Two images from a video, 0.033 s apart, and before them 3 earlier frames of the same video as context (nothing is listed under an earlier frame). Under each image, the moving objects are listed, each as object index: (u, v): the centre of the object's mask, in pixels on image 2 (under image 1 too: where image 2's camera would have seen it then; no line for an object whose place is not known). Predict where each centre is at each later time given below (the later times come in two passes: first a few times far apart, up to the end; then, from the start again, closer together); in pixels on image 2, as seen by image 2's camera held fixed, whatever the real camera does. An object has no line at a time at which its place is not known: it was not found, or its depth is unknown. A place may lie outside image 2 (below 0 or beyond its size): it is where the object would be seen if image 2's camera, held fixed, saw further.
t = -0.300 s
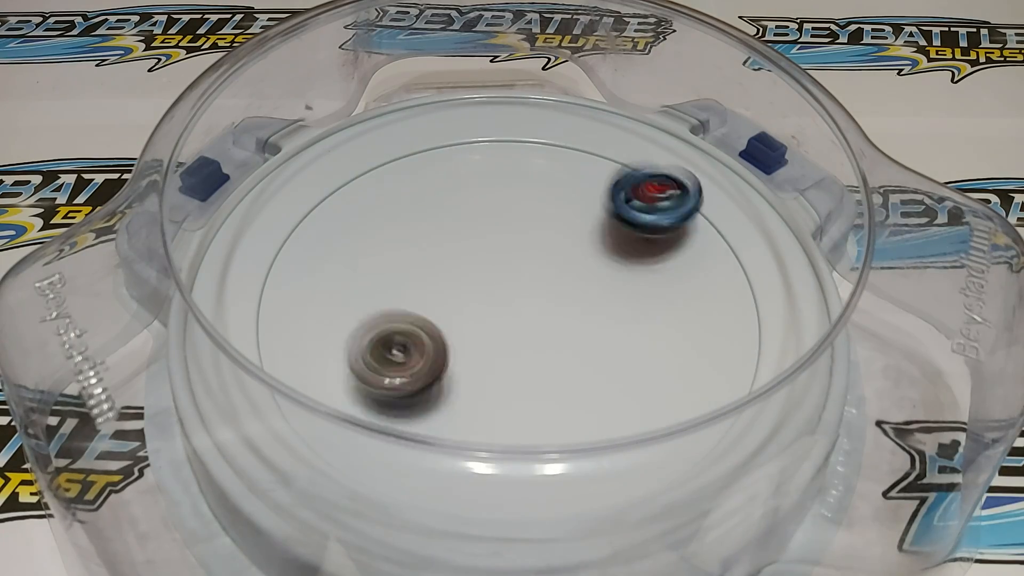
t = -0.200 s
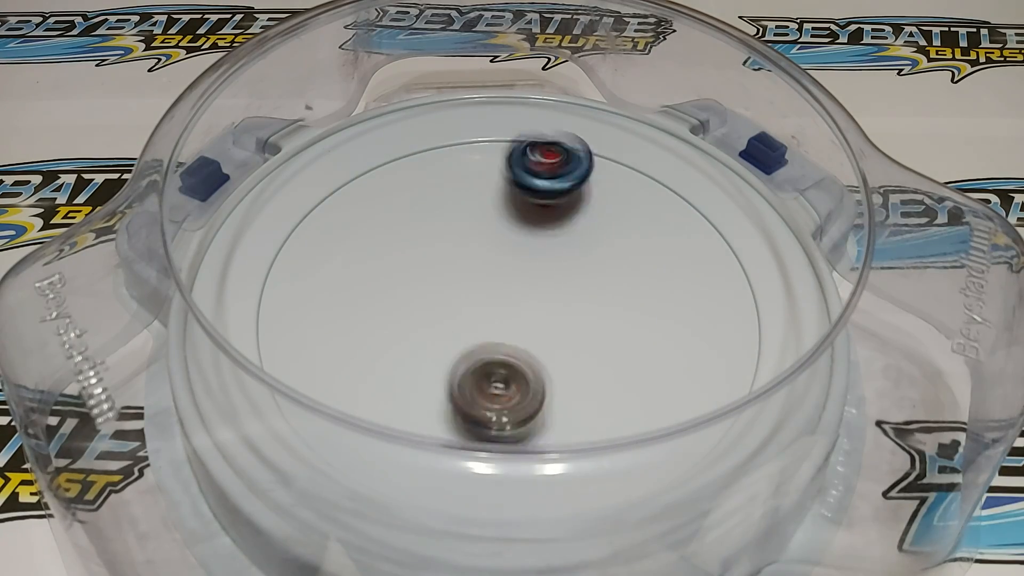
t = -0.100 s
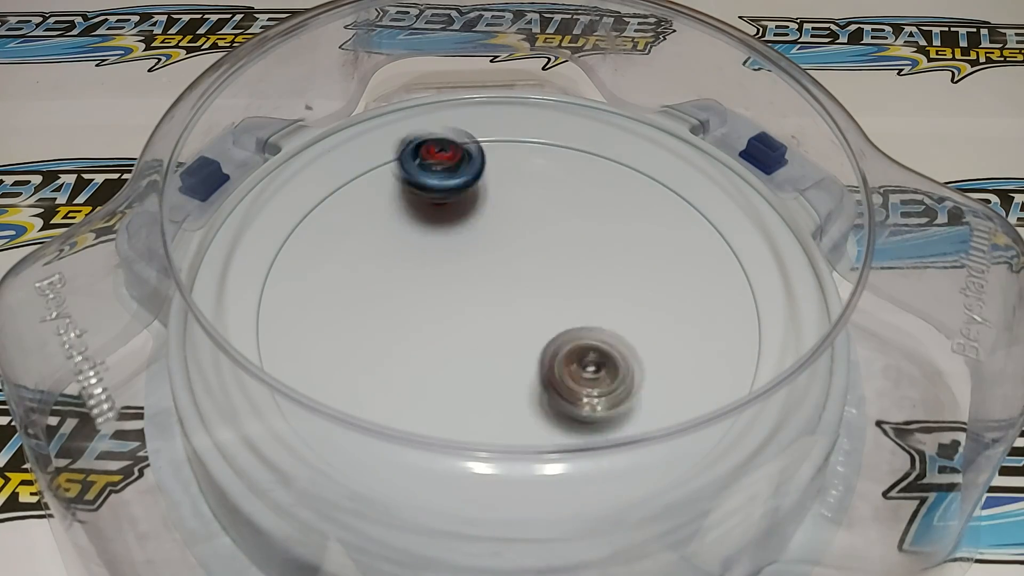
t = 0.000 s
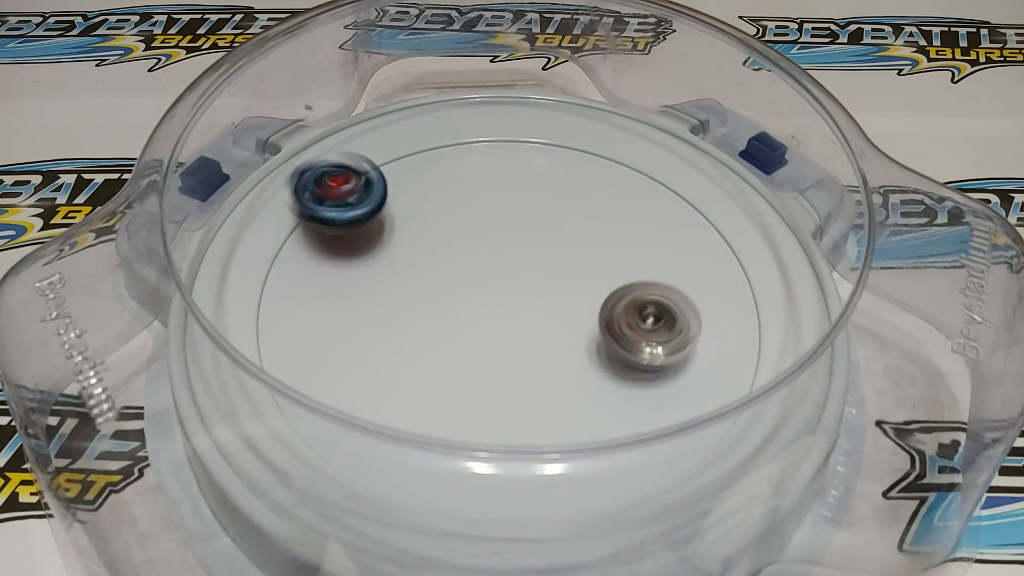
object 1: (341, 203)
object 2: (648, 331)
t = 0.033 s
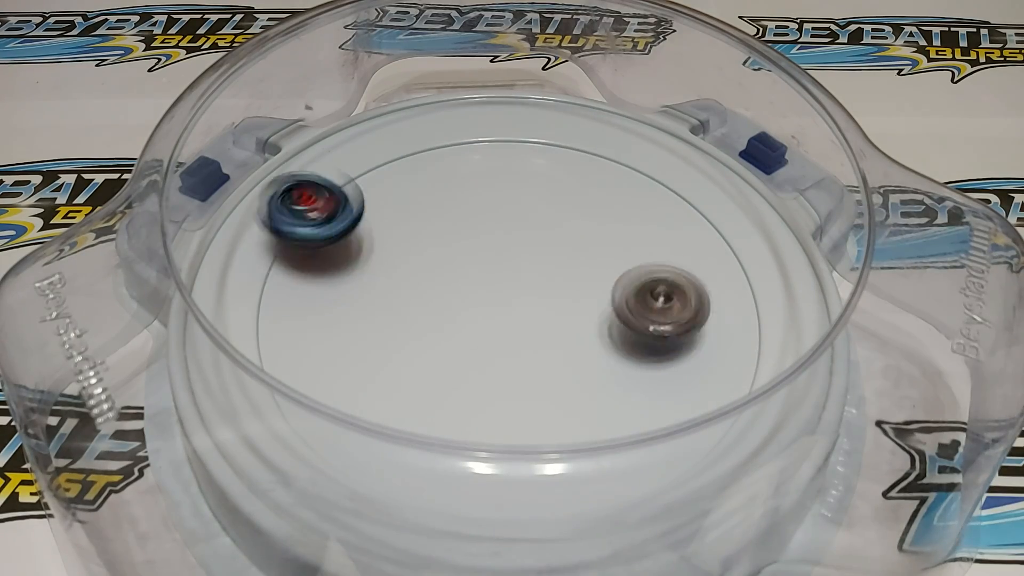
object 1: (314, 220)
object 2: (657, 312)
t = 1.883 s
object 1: (594, 185)
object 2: (365, 351)
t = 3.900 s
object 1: (660, 345)
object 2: (400, 256)
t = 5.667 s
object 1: (350, 198)
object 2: (649, 337)
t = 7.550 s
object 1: (702, 261)
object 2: (420, 321)
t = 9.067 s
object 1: (480, 177)
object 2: (572, 351)
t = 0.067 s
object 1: (289, 241)
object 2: (663, 293)
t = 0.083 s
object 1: (279, 254)
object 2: (664, 283)
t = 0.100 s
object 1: (271, 267)
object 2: (665, 274)
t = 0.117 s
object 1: (268, 282)
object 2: (664, 264)
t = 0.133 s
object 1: (267, 297)
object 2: (662, 255)
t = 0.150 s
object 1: (270, 311)
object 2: (659, 246)
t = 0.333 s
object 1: (446, 432)
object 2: (568, 186)
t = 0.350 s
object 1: (470, 435)
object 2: (555, 185)
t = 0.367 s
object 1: (494, 435)
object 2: (542, 185)
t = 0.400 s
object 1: (538, 427)
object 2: (516, 189)
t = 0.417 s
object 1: (562, 420)
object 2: (503, 191)
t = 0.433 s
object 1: (583, 411)
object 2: (492, 194)
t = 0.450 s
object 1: (601, 395)
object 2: (480, 198)
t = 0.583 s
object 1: (687, 300)
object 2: (405, 261)
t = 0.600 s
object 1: (690, 286)
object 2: (401, 271)
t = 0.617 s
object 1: (692, 272)
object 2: (398, 282)
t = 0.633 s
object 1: (690, 258)
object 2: (397, 292)
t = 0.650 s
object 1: (689, 243)
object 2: (396, 302)
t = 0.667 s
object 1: (685, 230)
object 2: (396, 311)
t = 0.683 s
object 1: (679, 217)
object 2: (397, 320)
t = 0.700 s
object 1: (674, 204)
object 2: (399, 332)
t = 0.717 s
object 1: (666, 193)
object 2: (404, 342)
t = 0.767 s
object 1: (637, 164)
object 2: (422, 369)
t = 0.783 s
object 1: (625, 156)
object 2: (430, 378)
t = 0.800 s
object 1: (612, 149)
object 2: (438, 385)
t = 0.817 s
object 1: (597, 143)
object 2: (448, 392)
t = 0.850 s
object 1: (568, 136)
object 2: (471, 402)
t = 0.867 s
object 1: (552, 133)
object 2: (481, 404)
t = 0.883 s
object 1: (537, 132)
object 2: (494, 407)
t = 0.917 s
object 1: (505, 134)
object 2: (520, 412)
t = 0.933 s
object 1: (490, 137)
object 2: (532, 412)
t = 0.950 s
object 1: (473, 142)
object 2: (545, 411)
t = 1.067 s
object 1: (381, 203)
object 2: (626, 393)
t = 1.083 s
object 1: (372, 215)
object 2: (634, 387)
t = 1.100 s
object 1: (363, 227)
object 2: (642, 381)
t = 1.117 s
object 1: (357, 241)
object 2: (648, 371)
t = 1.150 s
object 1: (346, 269)
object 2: (653, 350)
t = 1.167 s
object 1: (342, 284)
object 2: (654, 340)
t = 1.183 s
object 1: (340, 298)
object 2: (654, 329)
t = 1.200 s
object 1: (341, 313)
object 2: (652, 318)
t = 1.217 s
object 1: (342, 329)
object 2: (648, 307)
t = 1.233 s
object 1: (345, 343)
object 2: (642, 297)
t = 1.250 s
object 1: (351, 357)
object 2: (636, 287)
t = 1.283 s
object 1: (366, 381)
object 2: (621, 269)
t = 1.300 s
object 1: (374, 401)
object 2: (610, 262)
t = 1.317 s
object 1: (387, 416)
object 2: (600, 254)
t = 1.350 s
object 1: (418, 440)
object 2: (579, 241)
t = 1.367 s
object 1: (436, 450)
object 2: (568, 236)
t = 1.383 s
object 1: (455, 461)
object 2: (557, 231)
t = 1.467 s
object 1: (566, 478)
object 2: (498, 219)
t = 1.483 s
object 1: (590, 475)
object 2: (487, 219)
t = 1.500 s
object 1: (610, 471)
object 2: (475, 219)
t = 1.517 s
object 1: (630, 463)
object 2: (464, 219)
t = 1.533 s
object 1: (650, 454)
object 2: (455, 220)
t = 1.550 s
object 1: (663, 438)
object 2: (443, 222)
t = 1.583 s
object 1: (690, 415)
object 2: (423, 228)
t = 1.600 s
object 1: (699, 401)
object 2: (413, 231)
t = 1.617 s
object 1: (706, 379)
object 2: (404, 234)
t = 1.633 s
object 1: (713, 366)
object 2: (395, 237)
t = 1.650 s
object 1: (713, 350)
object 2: (386, 243)
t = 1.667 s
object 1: (713, 337)
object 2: (377, 249)
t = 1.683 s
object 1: (712, 319)
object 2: (371, 254)
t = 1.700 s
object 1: (707, 306)
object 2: (364, 259)
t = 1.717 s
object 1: (701, 293)
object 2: (357, 265)
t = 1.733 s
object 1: (695, 277)
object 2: (352, 273)
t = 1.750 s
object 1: (686, 266)
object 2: (348, 281)
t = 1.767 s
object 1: (678, 252)
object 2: (345, 289)
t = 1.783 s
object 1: (667, 243)
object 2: (344, 297)
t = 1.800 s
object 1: (656, 231)
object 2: (343, 305)
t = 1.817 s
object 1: (644, 221)
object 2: (344, 315)
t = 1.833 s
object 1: (632, 212)
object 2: (347, 325)
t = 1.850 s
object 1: (619, 202)
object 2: (352, 334)
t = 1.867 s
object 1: (608, 195)
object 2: (358, 343)
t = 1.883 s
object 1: (594, 185)
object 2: (365, 351)
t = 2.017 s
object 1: (471, 146)
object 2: (471, 393)
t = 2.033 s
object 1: (455, 144)
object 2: (486, 393)
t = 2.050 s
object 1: (439, 141)
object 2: (501, 391)
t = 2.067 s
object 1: (423, 144)
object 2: (517, 390)
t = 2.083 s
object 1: (408, 145)
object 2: (532, 386)
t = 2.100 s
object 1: (392, 148)
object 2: (544, 383)
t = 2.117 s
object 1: (378, 158)
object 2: (557, 377)
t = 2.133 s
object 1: (362, 155)
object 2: (568, 372)
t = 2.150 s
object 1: (350, 161)
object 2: (579, 365)
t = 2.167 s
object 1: (338, 176)
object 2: (588, 357)
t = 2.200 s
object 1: (319, 194)
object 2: (603, 342)
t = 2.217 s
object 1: (310, 206)
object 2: (611, 332)
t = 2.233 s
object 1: (302, 217)
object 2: (615, 323)
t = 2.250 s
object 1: (298, 230)
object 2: (619, 314)
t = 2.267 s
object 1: (293, 244)
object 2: (622, 304)
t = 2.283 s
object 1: (292, 257)
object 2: (624, 296)
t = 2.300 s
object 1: (292, 271)
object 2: (625, 286)
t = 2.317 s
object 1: (294, 286)
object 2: (624, 277)
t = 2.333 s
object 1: (300, 300)
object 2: (623, 269)
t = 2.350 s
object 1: (308, 315)
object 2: (621, 260)
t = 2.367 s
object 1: (315, 329)
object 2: (619, 252)
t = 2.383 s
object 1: (328, 342)
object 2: (615, 245)
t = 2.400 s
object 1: (342, 354)
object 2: (612, 237)
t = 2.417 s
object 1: (357, 364)
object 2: (607, 229)
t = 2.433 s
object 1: (373, 372)
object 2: (602, 223)
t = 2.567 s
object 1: (535, 410)
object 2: (539, 187)
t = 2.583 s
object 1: (557, 410)
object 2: (529, 184)
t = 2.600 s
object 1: (577, 408)
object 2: (519, 184)
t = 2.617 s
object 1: (598, 404)
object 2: (508, 184)
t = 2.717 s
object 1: (697, 366)
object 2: (448, 202)
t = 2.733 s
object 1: (710, 357)
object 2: (438, 206)
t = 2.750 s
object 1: (720, 346)
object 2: (430, 214)
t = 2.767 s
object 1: (728, 335)
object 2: (422, 223)
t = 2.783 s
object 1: (735, 322)
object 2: (417, 231)
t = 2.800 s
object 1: (739, 309)
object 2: (411, 238)
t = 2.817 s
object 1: (741, 296)
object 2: (405, 248)
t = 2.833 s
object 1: (741, 283)
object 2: (402, 259)
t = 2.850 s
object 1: (739, 271)
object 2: (400, 269)
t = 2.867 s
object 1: (735, 258)
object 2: (399, 278)
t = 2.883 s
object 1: (730, 246)
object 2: (398, 288)
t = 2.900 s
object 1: (722, 236)
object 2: (399, 301)
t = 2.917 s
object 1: (712, 225)
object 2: (403, 311)
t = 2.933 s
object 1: (707, 205)
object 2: (406, 320)
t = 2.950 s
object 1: (690, 207)
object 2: (410, 330)
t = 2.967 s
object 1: (677, 199)
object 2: (416, 341)
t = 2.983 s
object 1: (663, 193)
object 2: (425, 350)
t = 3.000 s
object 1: (652, 177)
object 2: (431, 358)
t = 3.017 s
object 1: (636, 172)
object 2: (439, 366)
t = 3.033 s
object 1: (620, 171)
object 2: (450, 371)
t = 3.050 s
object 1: (604, 169)
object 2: (461, 380)
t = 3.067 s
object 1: (585, 175)
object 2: (471, 387)
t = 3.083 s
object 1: (569, 174)
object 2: (482, 391)
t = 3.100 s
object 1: (554, 166)
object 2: (495, 394)
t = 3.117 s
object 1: (536, 167)
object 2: (508, 398)
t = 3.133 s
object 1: (520, 175)
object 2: (520, 399)
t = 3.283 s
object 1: (385, 212)
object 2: (620, 385)
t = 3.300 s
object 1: (371, 219)
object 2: (631, 381)
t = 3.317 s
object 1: (358, 226)
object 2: (638, 374)
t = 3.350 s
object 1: (334, 245)
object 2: (651, 360)
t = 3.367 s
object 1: (323, 254)
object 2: (657, 352)
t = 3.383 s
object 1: (315, 264)
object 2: (660, 343)
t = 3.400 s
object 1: (305, 275)
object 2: (662, 334)
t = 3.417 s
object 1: (298, 286)
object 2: (663, 326)
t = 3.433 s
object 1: (294, 298)
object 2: (662, 316)
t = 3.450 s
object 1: (287, 311)
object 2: (660, 307)
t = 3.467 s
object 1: (286, 322)
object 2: (657, 298)
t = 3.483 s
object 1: (288, 334)
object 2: (652, 290)
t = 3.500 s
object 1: (286, 350)
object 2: (646, 282)
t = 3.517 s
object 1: (290, 355)
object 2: (639, 274)
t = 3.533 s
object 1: (298, 376)
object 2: (631, 267)
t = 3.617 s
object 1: (369, 430)
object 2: (582, 238)
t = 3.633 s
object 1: (390, 437)
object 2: (570, 235)
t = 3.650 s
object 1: (410, 442)
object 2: (558, 232)
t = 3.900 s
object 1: (660, 345)
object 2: (400, 256)
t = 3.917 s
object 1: (666, 332)
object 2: (393, 262)
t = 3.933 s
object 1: (672, 319)
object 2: (385, 267)
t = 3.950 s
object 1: (676, 307)
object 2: (378, 274)
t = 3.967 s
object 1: (678, 293)
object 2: (374, 281)
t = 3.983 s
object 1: (681, 280)
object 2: (370, 287)
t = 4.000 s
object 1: (680, 268)
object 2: (365, 294)
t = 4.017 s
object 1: (679, 255)
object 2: (362, 302)
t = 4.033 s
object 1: (678, 242)
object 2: (361, 310)
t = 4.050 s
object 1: (675, 231)
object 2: (359, 316)
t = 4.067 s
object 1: (669, 220)
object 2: (359, 325)
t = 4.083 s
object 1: (664, 207)
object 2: (362, 334)
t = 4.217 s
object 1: (583, 146)
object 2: (417, 387)
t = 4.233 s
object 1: (570, 142)
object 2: (428, 391)
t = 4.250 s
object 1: (557, 140)
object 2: (442, 396)
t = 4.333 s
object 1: (483, 145)
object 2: (511, 397)
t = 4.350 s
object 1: (470, 149)
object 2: (523, 395)
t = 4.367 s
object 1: (457, 156)
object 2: (537, 390)
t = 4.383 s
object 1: (443, 161)
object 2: (549, 386)
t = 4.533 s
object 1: (360, 247)
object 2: (610, 313)
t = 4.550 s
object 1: (355, 259)
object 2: (612, 304)
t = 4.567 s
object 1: (351, 272)
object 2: (612, 295)
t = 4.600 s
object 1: (346, 298)
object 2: (611, 277)
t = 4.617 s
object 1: (345, 311)
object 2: (608, 269)
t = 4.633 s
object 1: (345, 325)
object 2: (606, 261)
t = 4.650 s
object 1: (347, 338)
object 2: (603, 254)
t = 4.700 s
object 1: (363, 372)
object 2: (589, 233)
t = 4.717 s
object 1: (369, 384)
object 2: (583, 226)
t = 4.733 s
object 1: (376, 403)
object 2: (577, 221)
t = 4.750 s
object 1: (388, 413)
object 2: (571, 215)
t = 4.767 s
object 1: (402, 424)
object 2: (564, 210)
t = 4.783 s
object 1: (415, 435)
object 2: (556, 206)
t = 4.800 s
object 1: (430, 444)
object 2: (548, 203)
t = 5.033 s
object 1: (665, 400)
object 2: (426, 216)
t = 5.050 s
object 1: (671, 383)
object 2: (419, 222)
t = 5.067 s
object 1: (677, 370)
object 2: (414, 230)
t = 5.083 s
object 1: (683, 357)
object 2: (409, 237)
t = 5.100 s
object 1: (685, 343)
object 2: (405, 245)
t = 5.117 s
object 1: (685, 328)
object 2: (402, 254)
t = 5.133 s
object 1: (684, 316)
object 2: (401, 264)
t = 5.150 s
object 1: (682, 305)
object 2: (399, 271)
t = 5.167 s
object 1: (678, 291)
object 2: (399, 281)
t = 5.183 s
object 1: (673, 279)
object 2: (401, 292)
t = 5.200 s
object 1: (667, 264)
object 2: (403, 299)
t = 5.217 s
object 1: (660, 255)
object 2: (406, 309)
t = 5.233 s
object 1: (649, 250)
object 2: (412, 319)
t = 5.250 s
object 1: (644, 234)
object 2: (417, 327)
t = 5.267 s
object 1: (635, 225)
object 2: (423, 335)
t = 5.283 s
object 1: (626, 214)
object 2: (431, 345)
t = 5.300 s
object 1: (616, 205)
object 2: (439, 351)
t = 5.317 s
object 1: (606, 197)
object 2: (448, 357)
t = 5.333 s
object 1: (593, 195)
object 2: (458, 362)
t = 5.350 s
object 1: (585, 182)
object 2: (469, 369)
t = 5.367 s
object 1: (573, 173)
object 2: (479, 374)
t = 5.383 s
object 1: (560, 169)
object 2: (490, 378)
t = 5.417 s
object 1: (535, 165)
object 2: (513, 385)
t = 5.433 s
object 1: (521, 160)
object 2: (524, 385)
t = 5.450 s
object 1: (509, 146)
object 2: (537, 388)
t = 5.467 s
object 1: (495, 153)
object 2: (547, 388)
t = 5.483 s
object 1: (480, 151)
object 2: (558, 388)
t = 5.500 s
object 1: (466, 149)
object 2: (569, 386)
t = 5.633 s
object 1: (367, 180)
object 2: (640, 352)
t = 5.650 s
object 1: (357, 189)
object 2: (646, 345)
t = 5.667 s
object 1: (350, 198)
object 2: (649, 337)
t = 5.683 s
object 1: (344, 209)
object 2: (652, 330)
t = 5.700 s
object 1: (338, 220)
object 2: (654, 322)
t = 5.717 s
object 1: (334, 233)
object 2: (654, 313)
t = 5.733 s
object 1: (332, 244)
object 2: (654, 306)
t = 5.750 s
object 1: (331, 257)
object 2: (652, 298)
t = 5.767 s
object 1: (330, 269)
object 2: (648, 289)
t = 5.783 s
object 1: (332, 282)
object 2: (644, 282)
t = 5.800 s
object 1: (337, 296)
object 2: (638, 275)
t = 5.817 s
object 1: (341, 308)
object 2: (631, 268)
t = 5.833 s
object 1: (348, 321)
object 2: (625, 262)
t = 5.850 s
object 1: (356, 334)
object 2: (617, 257)
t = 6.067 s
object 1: (553, 411)
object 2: (484, 235)
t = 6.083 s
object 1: (571, 411)
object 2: (474, 237)
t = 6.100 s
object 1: (590, 424)
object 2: (465, 239)
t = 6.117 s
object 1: (610, 422)
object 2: (455, 242)
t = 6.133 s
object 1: (625, 420)
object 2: (447, 245)
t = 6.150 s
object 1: (640, 415)
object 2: (438, 249)
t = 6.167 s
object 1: (658, 401)
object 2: (429, 254)
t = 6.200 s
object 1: (685, 384)
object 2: (416, 263)
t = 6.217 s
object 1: (697, 376)
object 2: (408, 269)
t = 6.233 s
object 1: (707, 363)
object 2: (403, 275)
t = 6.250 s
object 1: (714, 353)
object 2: (397, 280)
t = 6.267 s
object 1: (719, 345)
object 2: (391, 287)
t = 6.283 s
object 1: (722, 333)
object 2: (388, 294)
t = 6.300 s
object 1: (722, 317)
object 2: (384, 299)
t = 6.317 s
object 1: (720, 307)
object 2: (381, 307)
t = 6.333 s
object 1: (717, 293)
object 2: (381, 315)
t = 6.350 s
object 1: (713, 283)
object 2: (379, 321)
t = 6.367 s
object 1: (706, 272)
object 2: (379, 330)
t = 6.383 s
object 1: (699, 262)
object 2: (382, 337)
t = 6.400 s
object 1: (690, 253)
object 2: (383, 344)
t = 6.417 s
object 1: (680, 245)
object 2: (387, 353)
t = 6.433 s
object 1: (669, 235)
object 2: (393, 359)
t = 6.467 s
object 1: (643, 221)
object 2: (404, 370)
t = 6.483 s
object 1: (630, 214)
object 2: (413, 379)
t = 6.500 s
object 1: (617, 208)
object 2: (421, 382)
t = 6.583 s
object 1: (550, 186)
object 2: (478, 396)
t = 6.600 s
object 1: (536, 184)
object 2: (490, 396)
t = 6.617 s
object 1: (521, 189)
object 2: (503, 396)
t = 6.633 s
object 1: (507, 182)
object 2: (515, 394)
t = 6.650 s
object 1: (491, 186)
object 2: (526, 390)
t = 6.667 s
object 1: (477, 186)
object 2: (537, 388)
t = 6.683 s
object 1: (462, 187)
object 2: (546, 383)
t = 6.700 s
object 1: (448, 186)
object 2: (556, 376)
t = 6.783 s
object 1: (382, 197)
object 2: (590, 342)
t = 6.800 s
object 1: (369, 201)
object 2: (595, 334)
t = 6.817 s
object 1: (357, 205)
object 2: (598, 325)
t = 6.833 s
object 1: (346, 212)
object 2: (601, 314)
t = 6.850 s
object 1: (335, 219)
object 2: (603, 309)
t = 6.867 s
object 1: (324, 227)
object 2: (602, 301)
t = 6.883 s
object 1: (317, 235)
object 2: (603, 293)
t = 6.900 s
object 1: (311, 245)
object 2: (601, 285)
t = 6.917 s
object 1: (305, 256)
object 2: (599, 278)
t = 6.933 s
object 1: (301, 267)
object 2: (597, 271)
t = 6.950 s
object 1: (300, 278)
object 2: (594, 264)
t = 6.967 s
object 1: (300, 290)
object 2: (589, 257)
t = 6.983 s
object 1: (302, 301)
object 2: (586, 251)
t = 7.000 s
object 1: (307, 313)
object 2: (581, 244)
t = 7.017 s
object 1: (313, 327)
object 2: (576, 238)
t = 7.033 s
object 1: (321, 338)
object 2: (571, 233)
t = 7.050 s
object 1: (332, 348)
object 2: (564, 227)
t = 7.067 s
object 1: (345, 357)
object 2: (557, 223)
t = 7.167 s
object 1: (440, 394)
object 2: (512, 205)
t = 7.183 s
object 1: (458, 398)
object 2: (504, 203)
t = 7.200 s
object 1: (475, 400)
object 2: (494, 203)
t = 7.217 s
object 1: (494, 401)
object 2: (487, 203)
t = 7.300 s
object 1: (581, 392)
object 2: (446, 215)
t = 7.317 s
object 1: (597, 388)
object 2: (438, 218)
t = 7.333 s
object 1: (613, 383)
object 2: (432, 225)
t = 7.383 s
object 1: (652, 364)
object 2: (416, 244)
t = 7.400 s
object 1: (664, 357)
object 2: (412, 249)
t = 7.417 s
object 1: (675, 348)
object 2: (408, 257)
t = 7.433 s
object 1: (683, 337)
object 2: (407, 266)
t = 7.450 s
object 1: (692, 326)
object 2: (406, 272)
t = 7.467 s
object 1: (698, 316)
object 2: (406, 281)
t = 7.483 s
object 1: (701, 306)
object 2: (408, 290)
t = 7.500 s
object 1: (704, 294)
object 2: (408, 297)
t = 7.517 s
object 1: (705, 283)
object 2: (412, 307)
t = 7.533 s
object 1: (704, 273)
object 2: (415, 313)
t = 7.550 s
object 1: (702, 261)
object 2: (420, 321)
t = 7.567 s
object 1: (700, 250)
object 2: (427, 330)
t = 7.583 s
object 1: (695, 240)
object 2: (433, 335)
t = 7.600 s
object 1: (687, 231)
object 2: (439, 343)
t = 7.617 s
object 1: (679, 222)
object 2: (449, 349)
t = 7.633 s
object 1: (669, 214)
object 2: (456, 354)
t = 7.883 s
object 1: (471, 193)
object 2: (602, 364)
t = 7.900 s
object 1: (457, 196)
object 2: (609, 359)
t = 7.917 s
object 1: (445, 201)
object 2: (618, 355)
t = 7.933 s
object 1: (433, 206)
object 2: (623, 349)
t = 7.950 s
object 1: (420, 210)
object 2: (629, 343)
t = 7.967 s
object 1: (409, 215)
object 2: (634, 336)
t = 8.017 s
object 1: (375, 235)
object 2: (640, 315)
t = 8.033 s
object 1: (365, 242)
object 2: (641, 308)
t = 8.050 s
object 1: (354, 251)
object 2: (640, 301)
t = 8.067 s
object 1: (346, 259)
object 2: (637, 294)
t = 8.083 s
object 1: (339, 268)
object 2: (634, 288)
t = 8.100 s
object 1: (332, 277)
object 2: (630, 280)
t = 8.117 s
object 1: (326, 288)
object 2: (625, 274)
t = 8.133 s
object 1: (322, 298)
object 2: (619, 268)
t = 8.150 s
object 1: (320, 308)
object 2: (611, 263)
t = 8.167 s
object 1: (317, 320)
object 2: (604, 258)
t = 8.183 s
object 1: (317, 331)
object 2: (596, 253)
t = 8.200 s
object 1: (319, 343)
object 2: (587, 249)
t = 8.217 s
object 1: (325, 352)
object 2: (579, 246)
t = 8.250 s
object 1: (337, 375)
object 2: (560, 240)
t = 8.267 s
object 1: (348, 385)
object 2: (551, 238)
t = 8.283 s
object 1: (364, 381)
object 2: (541, 237)
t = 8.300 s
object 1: (374, 395)
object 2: (532, 236)
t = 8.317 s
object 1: (388, 410)
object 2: (522, 236)
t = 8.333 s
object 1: (405, 416)
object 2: (512, 236)
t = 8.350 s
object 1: (422, 420)
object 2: (503, 237)
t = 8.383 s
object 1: (460, 426)
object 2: (485, 239)
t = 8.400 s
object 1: (479, 427)
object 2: (476, 241)
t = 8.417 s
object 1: (496, 410)
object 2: (467, 245)
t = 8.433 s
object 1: (514, 411)
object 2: (460, 246)
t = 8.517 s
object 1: (589, 391)
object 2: (424, 267)
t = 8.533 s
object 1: (602, 386)
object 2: (417, 271)
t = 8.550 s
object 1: (614, 378)
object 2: (412, 278)
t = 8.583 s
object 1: (632, 361)
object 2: (402, 289)
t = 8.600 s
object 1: (641, 350)
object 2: (399, 295)
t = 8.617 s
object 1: (650, 340)
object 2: (396, 301)
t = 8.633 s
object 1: (657, 329)
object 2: (395, 308)
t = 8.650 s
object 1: (661, 318)
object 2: (393, 313)
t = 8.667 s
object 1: (665, 307)
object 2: (392, 321)
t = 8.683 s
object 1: (667, 296)
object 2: (395, 329)
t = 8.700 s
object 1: (668, 286)
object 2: (395, 334)
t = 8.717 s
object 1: (669, 274)
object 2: (399, 342)
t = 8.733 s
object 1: (670, 263)
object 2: (402, 347)
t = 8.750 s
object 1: (669, 253)
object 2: (406, 355)
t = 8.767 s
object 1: (665, 243)
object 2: (414, 361)
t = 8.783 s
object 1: (660, 232)
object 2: (418, 366)
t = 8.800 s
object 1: (656, 222)
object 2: (427, 370)
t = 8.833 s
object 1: (642, 205)
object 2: (444, 377)
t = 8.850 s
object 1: (635, 197)
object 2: (454, 383)
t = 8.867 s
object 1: (626, 190)
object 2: (463, 386)
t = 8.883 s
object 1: (615, 184)
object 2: (474, 386)
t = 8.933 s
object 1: (582, 171)
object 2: (507, 388)
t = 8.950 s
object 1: (570, 169)
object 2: (516, 385)
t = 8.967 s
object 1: (556, 166)
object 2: (527, 383)
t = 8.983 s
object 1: (543, 166)
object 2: (535, 378)
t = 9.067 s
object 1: (480, 177)
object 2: (572, 351)
